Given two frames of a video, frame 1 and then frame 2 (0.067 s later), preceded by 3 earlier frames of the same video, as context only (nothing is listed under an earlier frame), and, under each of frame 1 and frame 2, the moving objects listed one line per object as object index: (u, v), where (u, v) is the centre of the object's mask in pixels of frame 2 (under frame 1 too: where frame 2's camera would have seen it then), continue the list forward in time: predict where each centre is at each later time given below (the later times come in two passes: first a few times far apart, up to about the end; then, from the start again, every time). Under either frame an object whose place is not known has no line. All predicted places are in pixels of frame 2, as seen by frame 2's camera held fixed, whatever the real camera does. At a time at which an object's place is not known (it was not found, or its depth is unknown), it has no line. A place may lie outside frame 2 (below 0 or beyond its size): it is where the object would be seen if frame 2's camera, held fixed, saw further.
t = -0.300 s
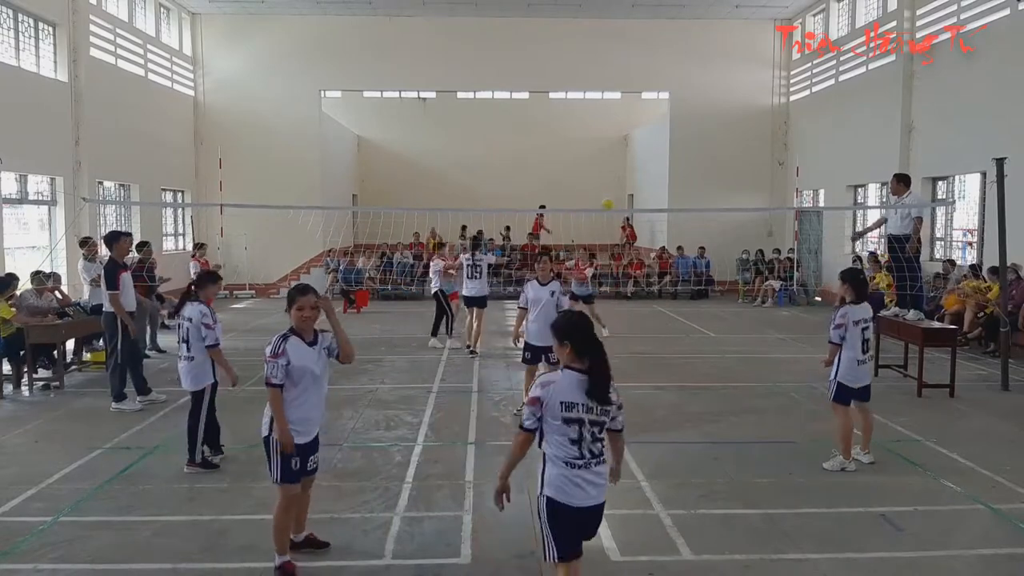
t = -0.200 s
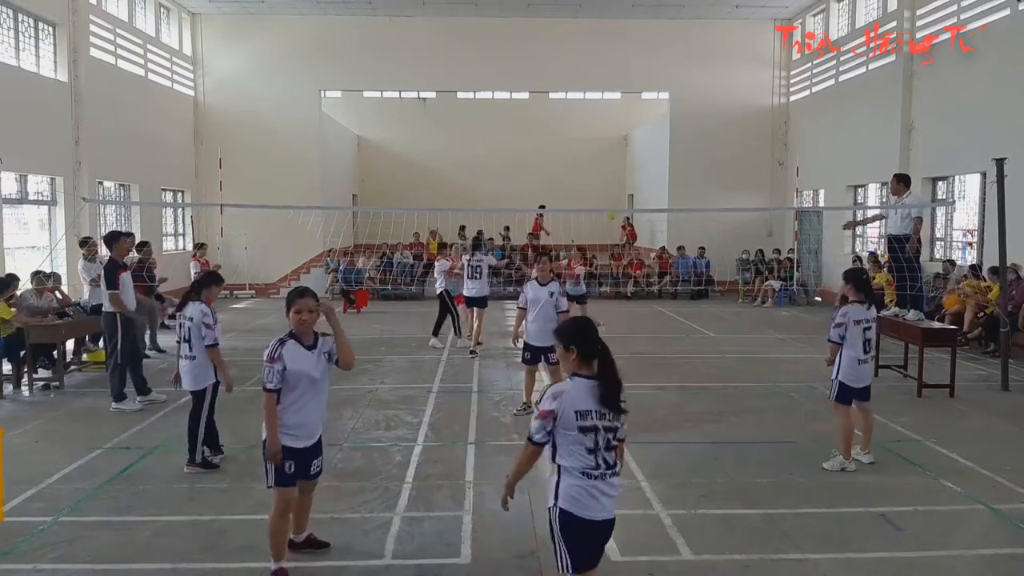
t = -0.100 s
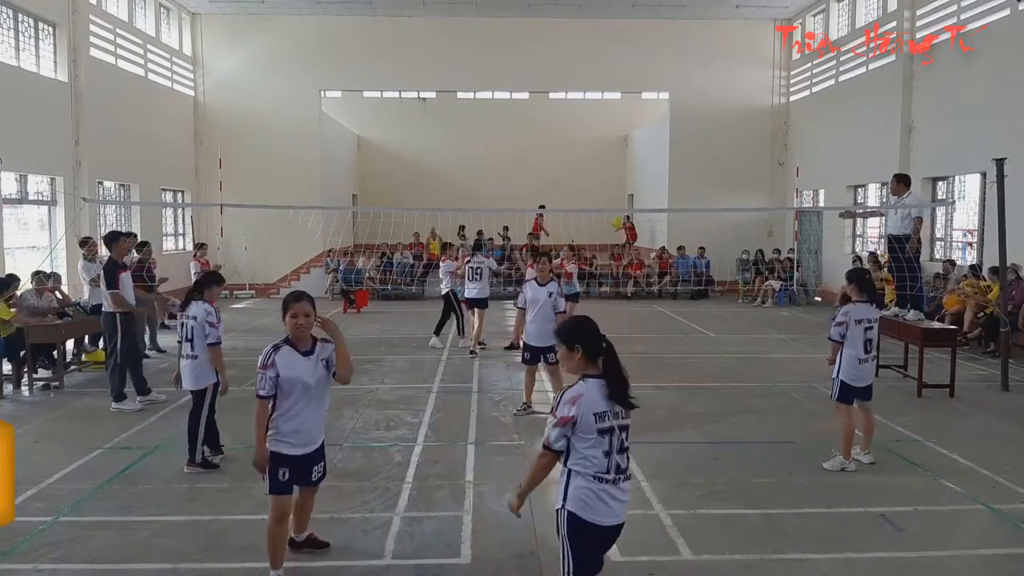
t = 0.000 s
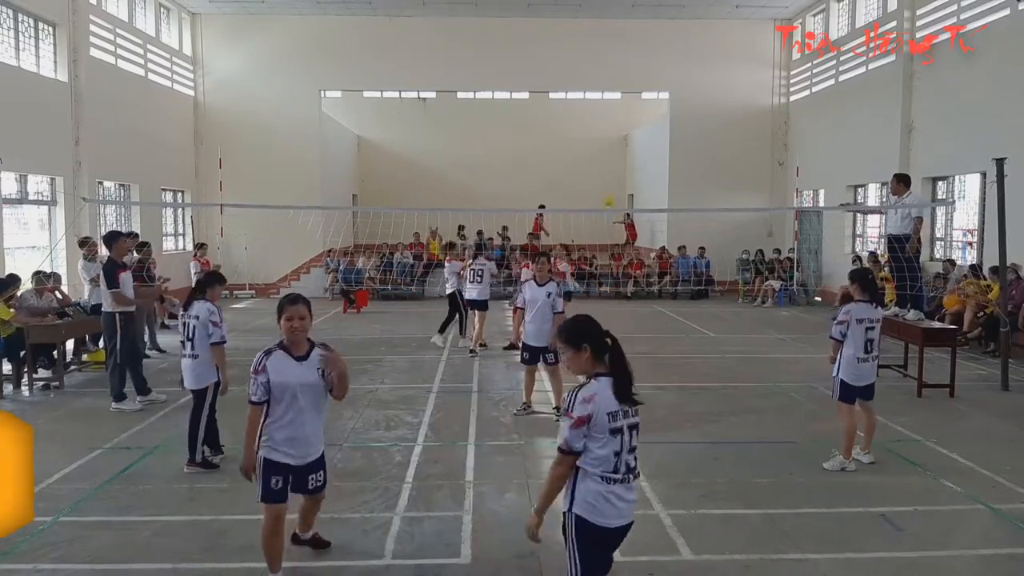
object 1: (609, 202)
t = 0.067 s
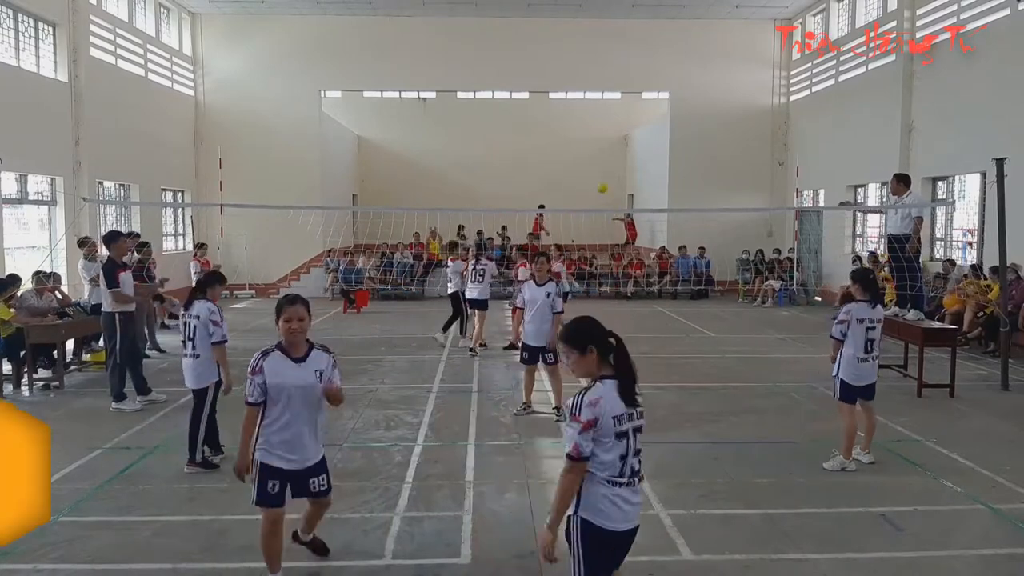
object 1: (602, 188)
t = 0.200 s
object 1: (591, 166)
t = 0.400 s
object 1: (574, 146)
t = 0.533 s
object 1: (564, 141)
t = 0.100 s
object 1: (600, 183)
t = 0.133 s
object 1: (596, 176)
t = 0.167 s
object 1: (594, 171)
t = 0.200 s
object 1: (591, 166)
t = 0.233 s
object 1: (588, 162)
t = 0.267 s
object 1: (585, 159)
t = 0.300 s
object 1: (583, 155)
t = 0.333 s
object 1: (580, 151)
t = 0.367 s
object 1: (577, 149)
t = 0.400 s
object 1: (574, 146)
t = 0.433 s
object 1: (571, 145)
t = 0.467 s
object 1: (569, 143)
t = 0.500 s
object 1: (567, 141)
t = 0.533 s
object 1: (564, 141)
